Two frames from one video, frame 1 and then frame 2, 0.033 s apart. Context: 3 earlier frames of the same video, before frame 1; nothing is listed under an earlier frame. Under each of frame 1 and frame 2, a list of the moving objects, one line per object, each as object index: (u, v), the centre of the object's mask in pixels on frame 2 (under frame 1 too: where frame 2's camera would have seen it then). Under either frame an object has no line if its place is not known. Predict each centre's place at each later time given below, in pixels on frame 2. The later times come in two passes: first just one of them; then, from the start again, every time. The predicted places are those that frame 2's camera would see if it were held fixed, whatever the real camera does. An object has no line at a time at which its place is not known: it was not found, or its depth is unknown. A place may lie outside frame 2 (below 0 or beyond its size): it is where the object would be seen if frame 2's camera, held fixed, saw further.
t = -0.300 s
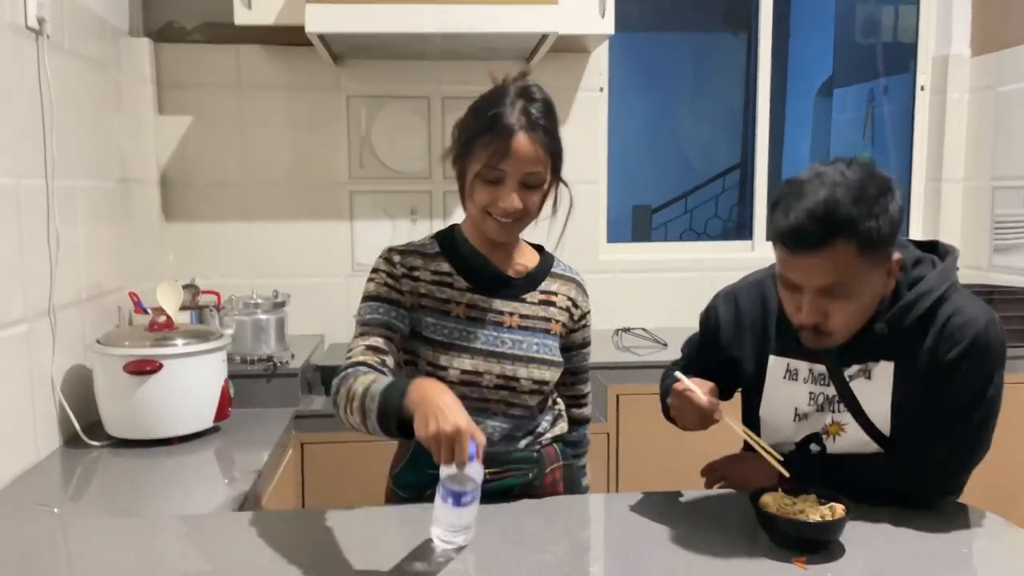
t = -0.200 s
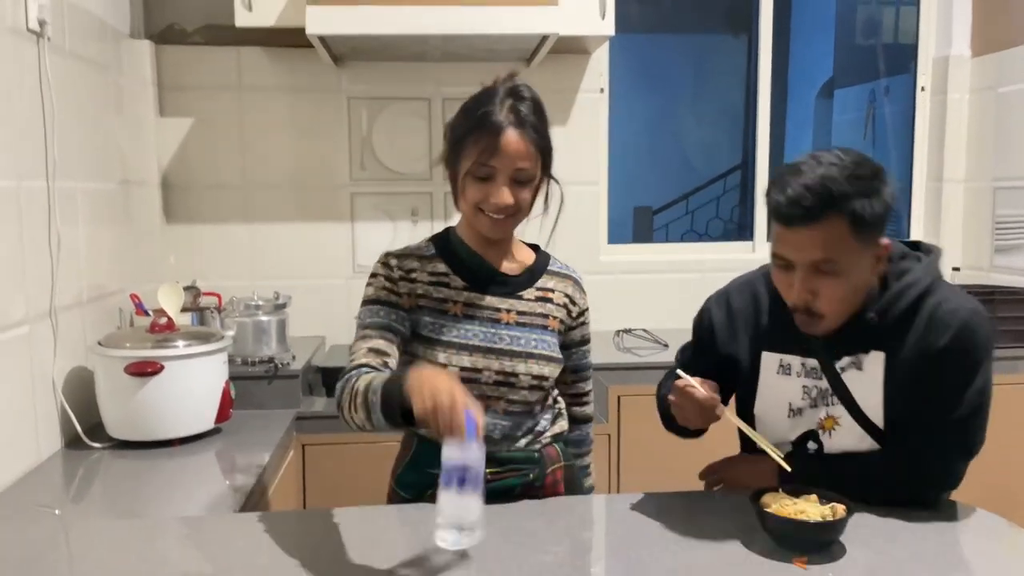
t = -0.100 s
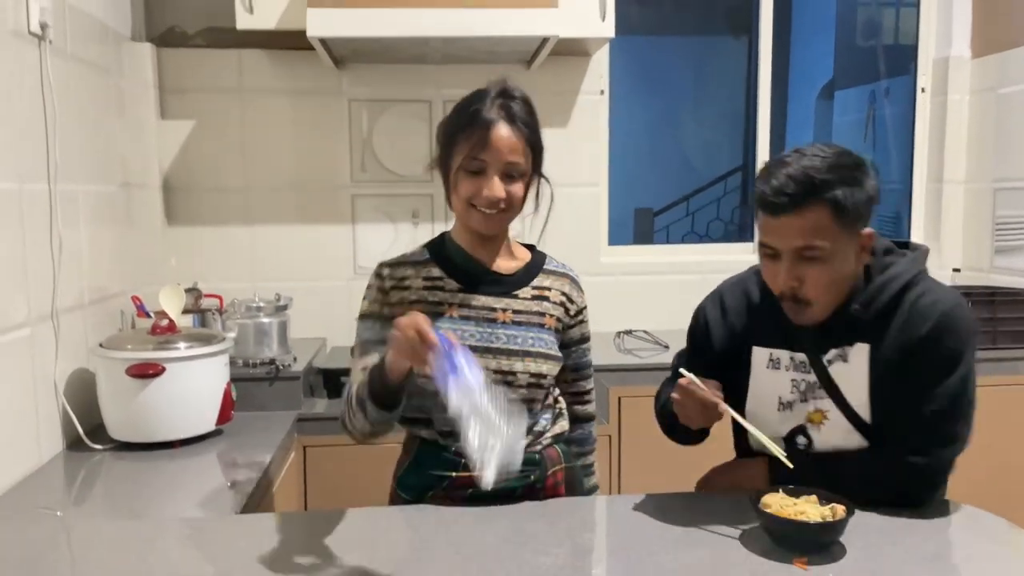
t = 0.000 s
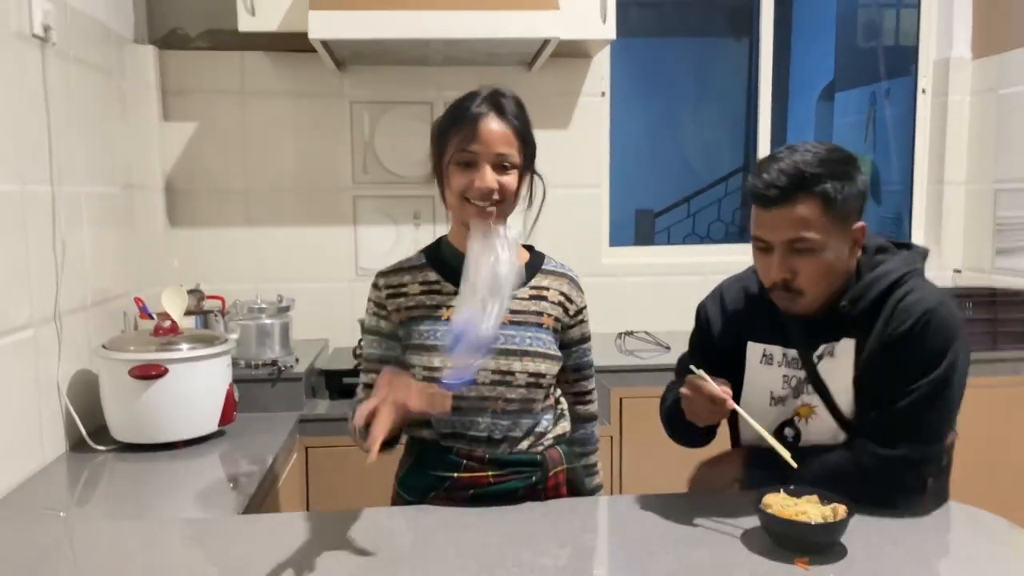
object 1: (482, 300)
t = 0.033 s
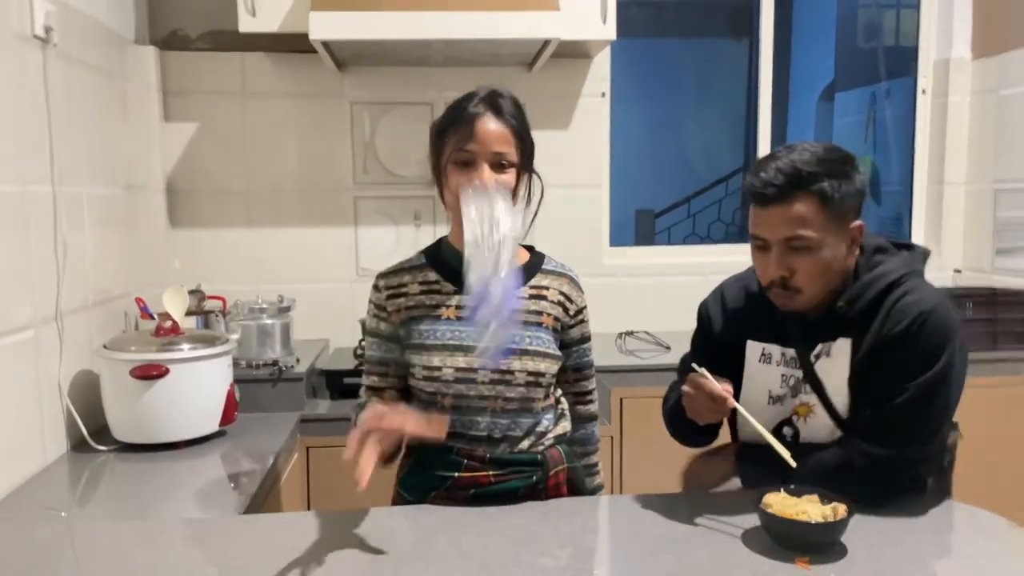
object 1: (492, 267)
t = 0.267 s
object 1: (488, 207)
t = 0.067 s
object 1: (496, 231)
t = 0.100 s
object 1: (499, 202)
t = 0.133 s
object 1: (500, 182)
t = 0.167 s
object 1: (496, 171)
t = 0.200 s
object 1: (493, 172)
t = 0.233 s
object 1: (490, 184)
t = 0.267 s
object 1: (488, 207)
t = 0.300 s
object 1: (484, 241)
